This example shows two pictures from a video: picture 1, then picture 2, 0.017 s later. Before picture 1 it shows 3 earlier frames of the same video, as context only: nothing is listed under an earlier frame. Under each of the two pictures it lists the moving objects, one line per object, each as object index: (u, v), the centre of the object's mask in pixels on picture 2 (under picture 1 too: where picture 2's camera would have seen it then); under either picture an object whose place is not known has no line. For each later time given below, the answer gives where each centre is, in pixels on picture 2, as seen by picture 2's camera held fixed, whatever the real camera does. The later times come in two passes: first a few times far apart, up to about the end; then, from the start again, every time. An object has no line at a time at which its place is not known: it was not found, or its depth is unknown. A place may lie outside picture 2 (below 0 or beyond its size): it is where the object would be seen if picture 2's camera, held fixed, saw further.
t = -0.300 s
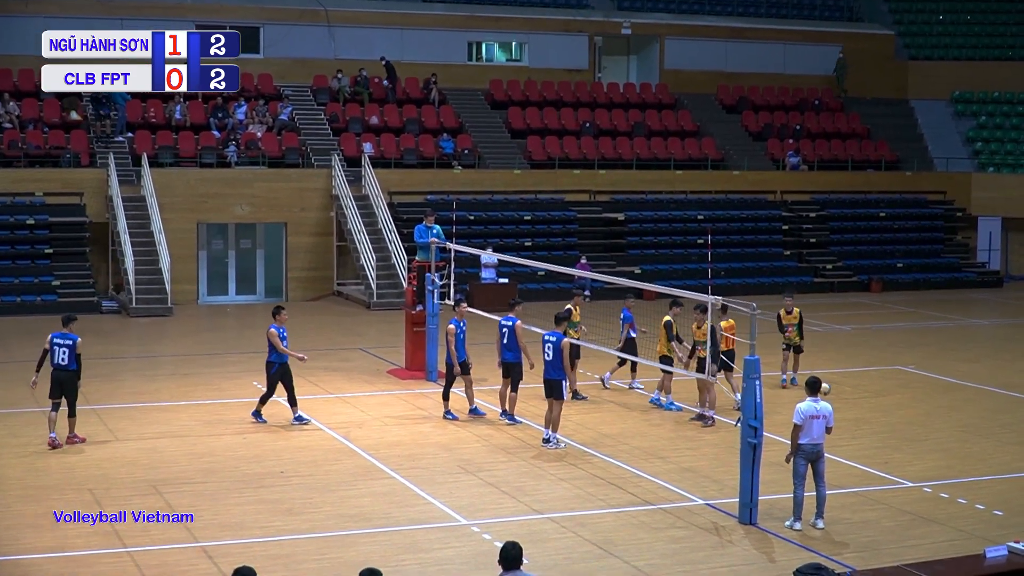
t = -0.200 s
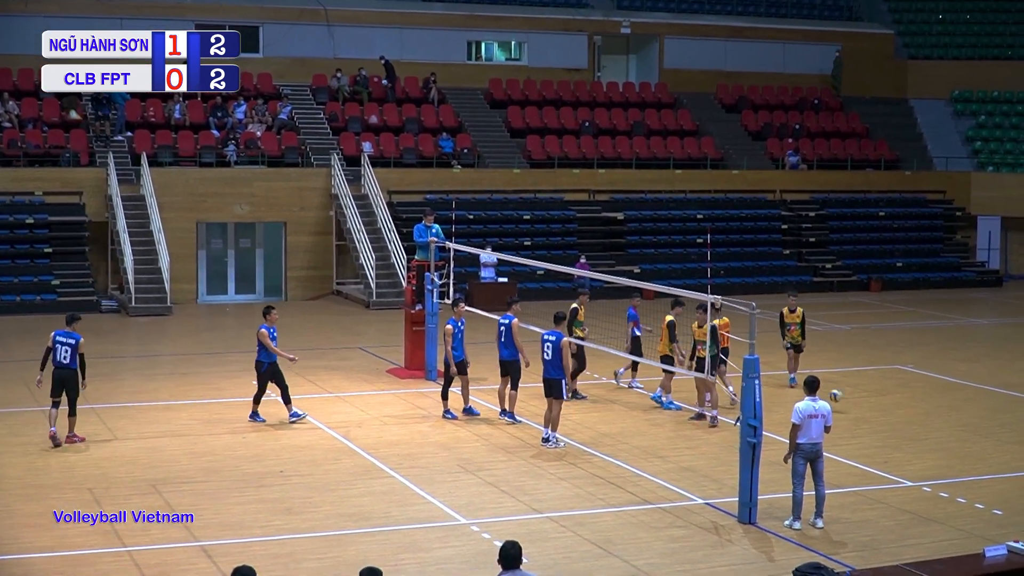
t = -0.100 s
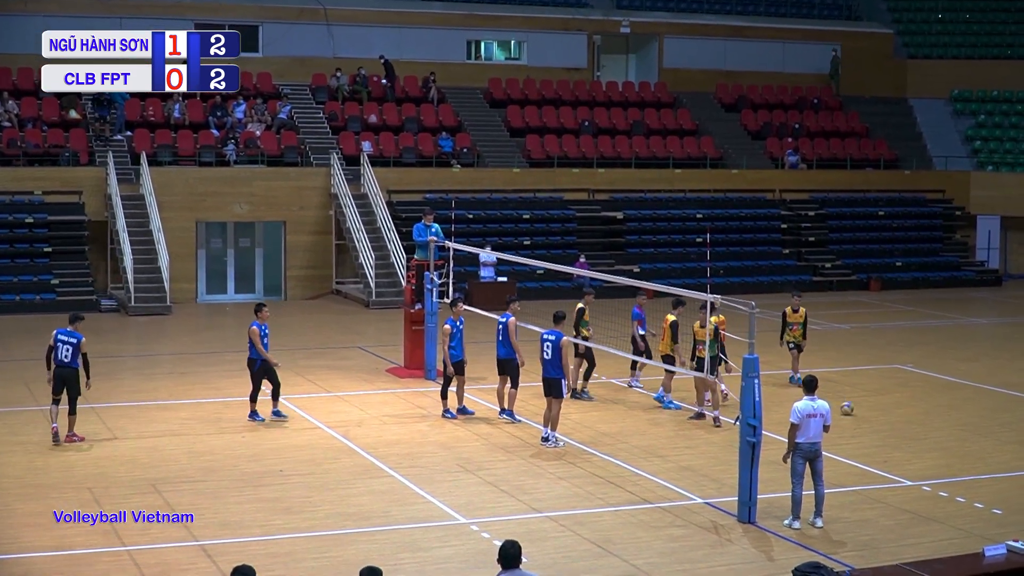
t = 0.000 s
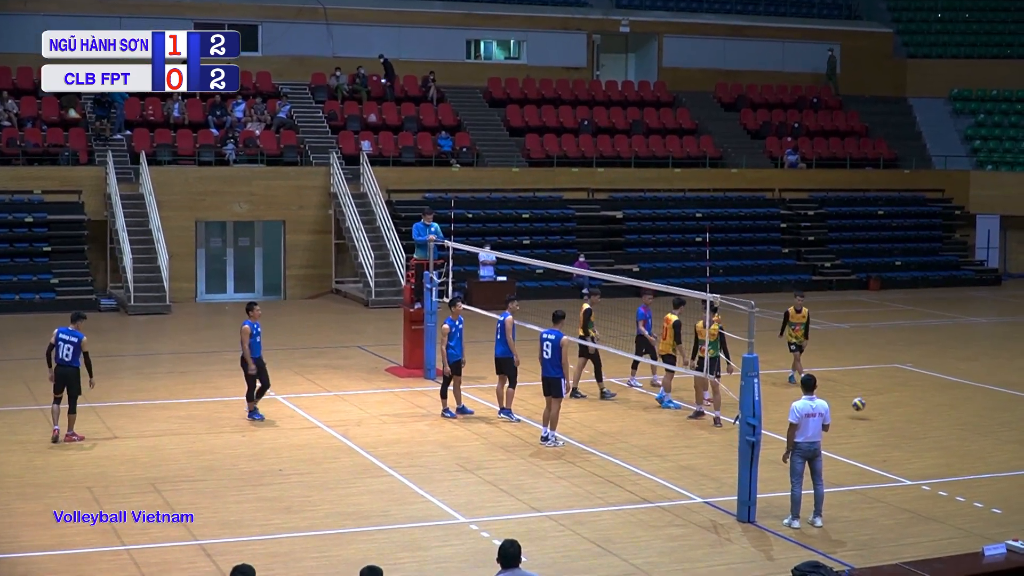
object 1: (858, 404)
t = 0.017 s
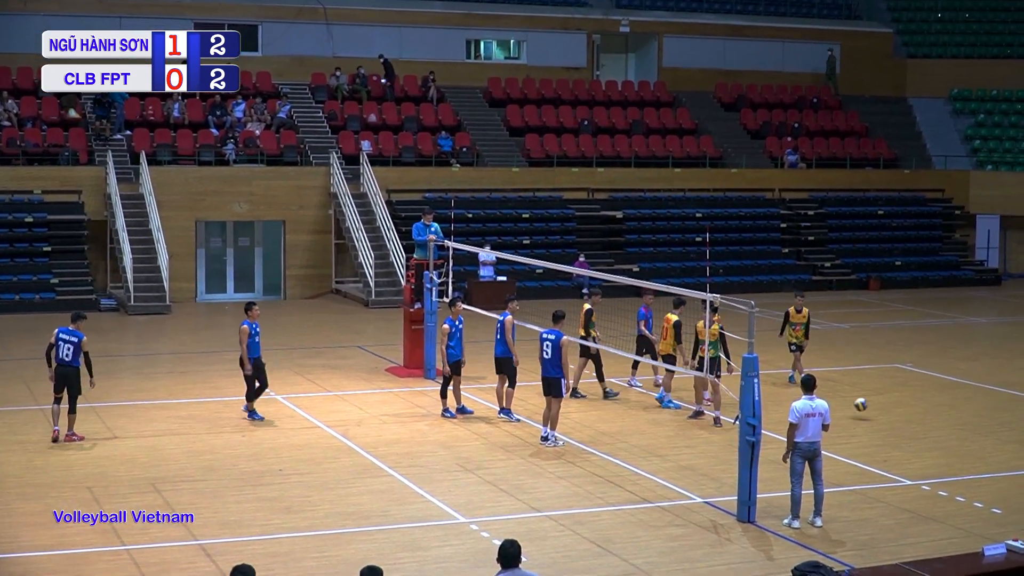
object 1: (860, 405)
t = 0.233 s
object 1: (888, 421)
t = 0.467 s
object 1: (918, 427)
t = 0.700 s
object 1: (949, 436)
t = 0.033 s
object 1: (862, 405)
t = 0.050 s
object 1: (865, 405)
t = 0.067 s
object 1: (867, 406)
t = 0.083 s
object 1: (869, 407)
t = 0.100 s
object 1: (871, 408)
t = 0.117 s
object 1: (873, 409)
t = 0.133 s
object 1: (875, 411)
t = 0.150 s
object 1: (877, 412)
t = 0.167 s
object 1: (879, 414)
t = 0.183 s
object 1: (881, 416)
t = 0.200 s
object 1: (884, 418)
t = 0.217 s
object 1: (886, 421)
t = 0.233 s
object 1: (888, 421)
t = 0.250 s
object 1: (890, 420)
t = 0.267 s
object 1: (892, 419)
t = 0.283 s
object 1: (894, 418)
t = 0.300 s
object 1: (896, 418)
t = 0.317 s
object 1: (898, 419)
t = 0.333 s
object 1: (901, 419)
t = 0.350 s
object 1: (903, 419)
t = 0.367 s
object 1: (905, 420)
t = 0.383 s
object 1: (907, 420)
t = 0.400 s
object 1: (909, 422)
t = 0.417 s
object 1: (912, 423)
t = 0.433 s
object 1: (914, 424)
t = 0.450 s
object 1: (915, 425)
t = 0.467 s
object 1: (918, 427)
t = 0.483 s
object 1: (920, 429)
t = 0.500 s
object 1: (922, 431)
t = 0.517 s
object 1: (924, 433)
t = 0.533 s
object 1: (926, 433)
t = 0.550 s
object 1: (929, 433)
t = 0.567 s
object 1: (931, 432)
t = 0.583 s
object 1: (933, 432)
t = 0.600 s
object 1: (936, 432)
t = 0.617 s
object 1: (938, 432)
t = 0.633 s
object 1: (940, 432)
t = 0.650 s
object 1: (942, 433)
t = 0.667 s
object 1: (945, 434)
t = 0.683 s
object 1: (947, 435)
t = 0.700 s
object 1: (949, 436)
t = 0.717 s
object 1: (951, 437)
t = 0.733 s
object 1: (953, 438)
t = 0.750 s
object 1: (956, 440)
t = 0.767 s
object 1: (958, 442)
